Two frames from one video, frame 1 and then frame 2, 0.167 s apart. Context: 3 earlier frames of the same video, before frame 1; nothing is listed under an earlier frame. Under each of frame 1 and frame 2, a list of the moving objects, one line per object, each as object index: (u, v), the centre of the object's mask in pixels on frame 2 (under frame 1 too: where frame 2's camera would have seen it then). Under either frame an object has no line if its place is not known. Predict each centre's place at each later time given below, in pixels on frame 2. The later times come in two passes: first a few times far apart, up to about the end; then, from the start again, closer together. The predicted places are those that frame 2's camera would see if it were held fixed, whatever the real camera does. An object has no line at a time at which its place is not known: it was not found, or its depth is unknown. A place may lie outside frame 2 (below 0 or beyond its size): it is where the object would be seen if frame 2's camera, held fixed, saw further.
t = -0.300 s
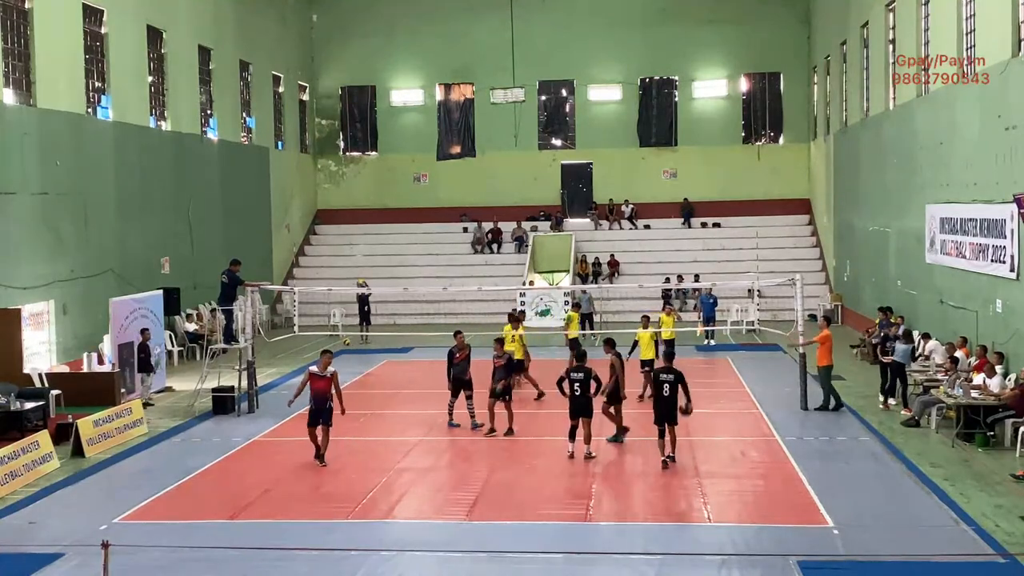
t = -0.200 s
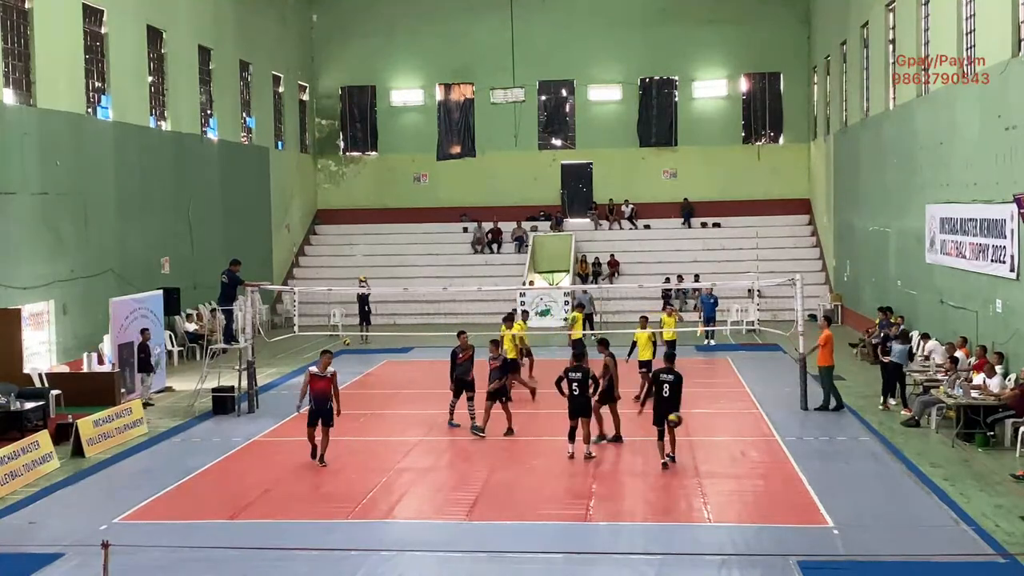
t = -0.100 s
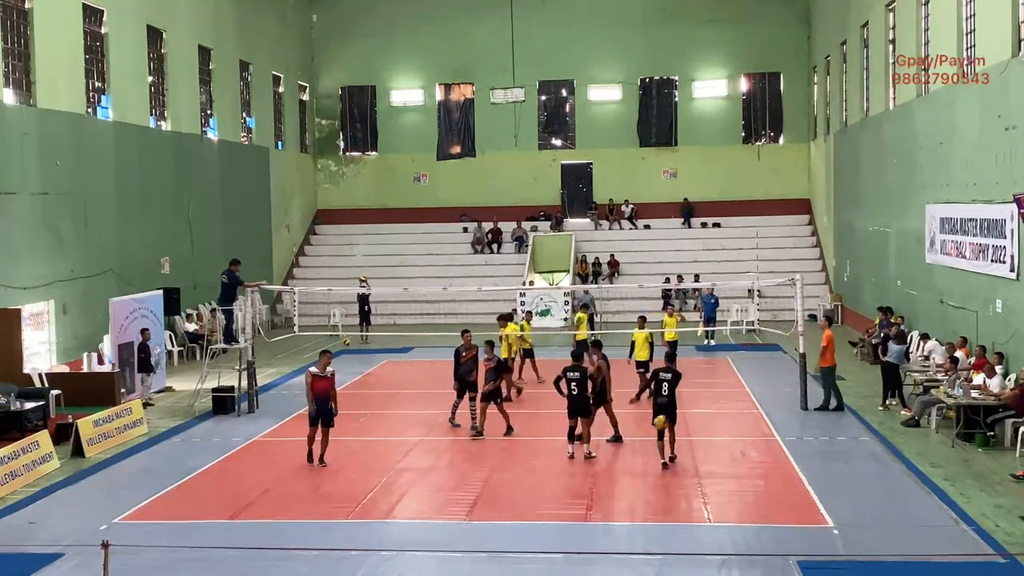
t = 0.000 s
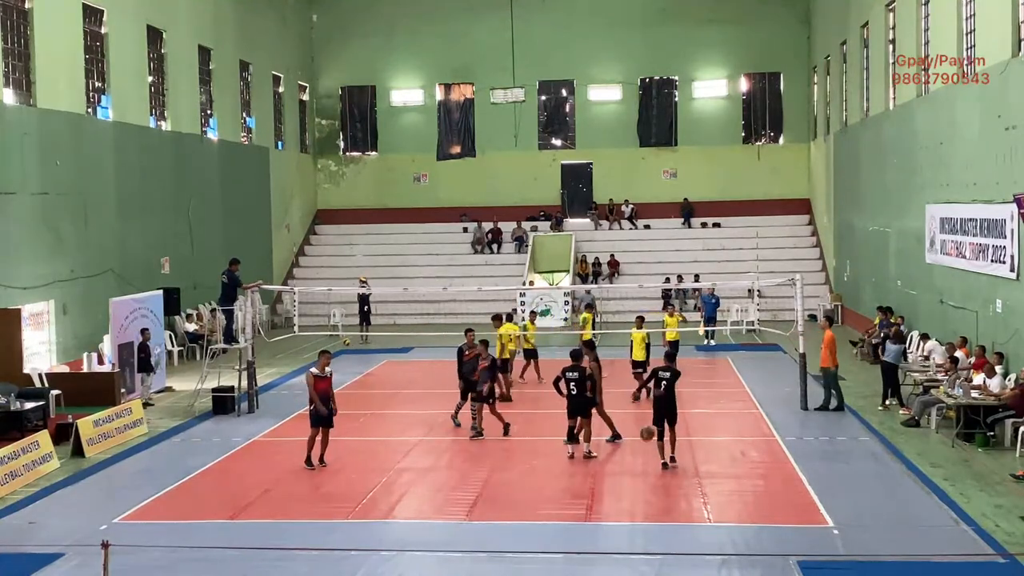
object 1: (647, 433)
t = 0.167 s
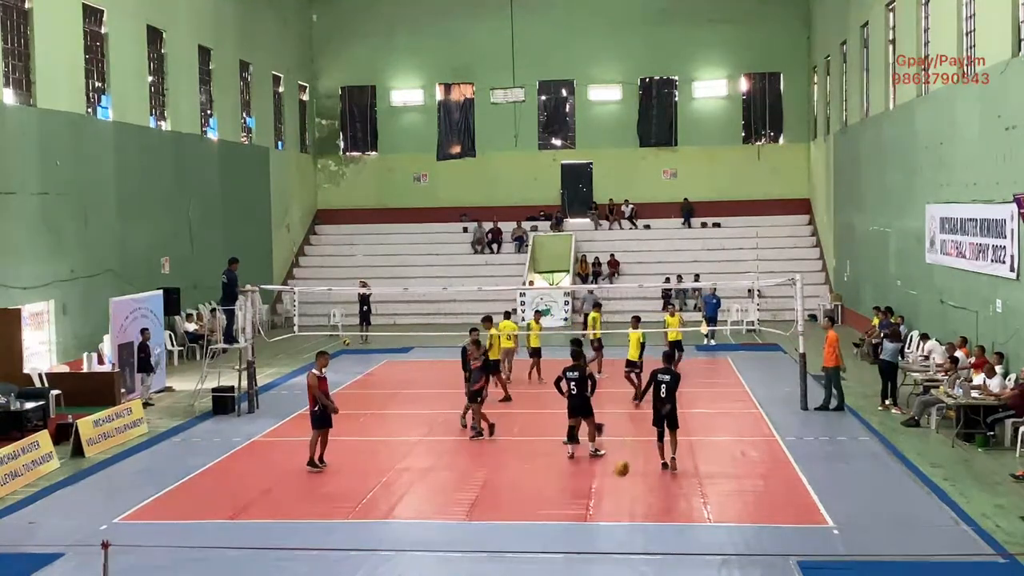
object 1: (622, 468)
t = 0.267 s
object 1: (605, 501)
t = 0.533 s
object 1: (574, 490)
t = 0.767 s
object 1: (546, 513)
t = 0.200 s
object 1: (616, 478)
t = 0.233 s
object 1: (610, 488)
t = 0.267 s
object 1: (605, 501)
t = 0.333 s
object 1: (596, 507)
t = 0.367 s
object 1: (592, 503)
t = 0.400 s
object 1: (589, 499)
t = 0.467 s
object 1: (581, 493)
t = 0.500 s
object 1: (578, 491)
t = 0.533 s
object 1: (574, 490)
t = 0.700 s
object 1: (554, 501)
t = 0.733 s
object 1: (551, 507)
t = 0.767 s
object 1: (546, 513)
